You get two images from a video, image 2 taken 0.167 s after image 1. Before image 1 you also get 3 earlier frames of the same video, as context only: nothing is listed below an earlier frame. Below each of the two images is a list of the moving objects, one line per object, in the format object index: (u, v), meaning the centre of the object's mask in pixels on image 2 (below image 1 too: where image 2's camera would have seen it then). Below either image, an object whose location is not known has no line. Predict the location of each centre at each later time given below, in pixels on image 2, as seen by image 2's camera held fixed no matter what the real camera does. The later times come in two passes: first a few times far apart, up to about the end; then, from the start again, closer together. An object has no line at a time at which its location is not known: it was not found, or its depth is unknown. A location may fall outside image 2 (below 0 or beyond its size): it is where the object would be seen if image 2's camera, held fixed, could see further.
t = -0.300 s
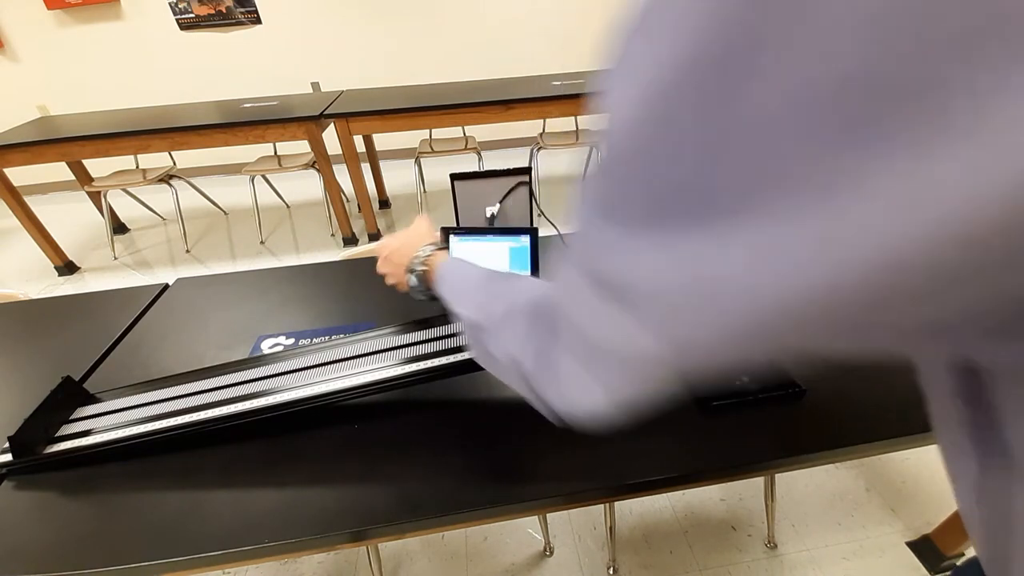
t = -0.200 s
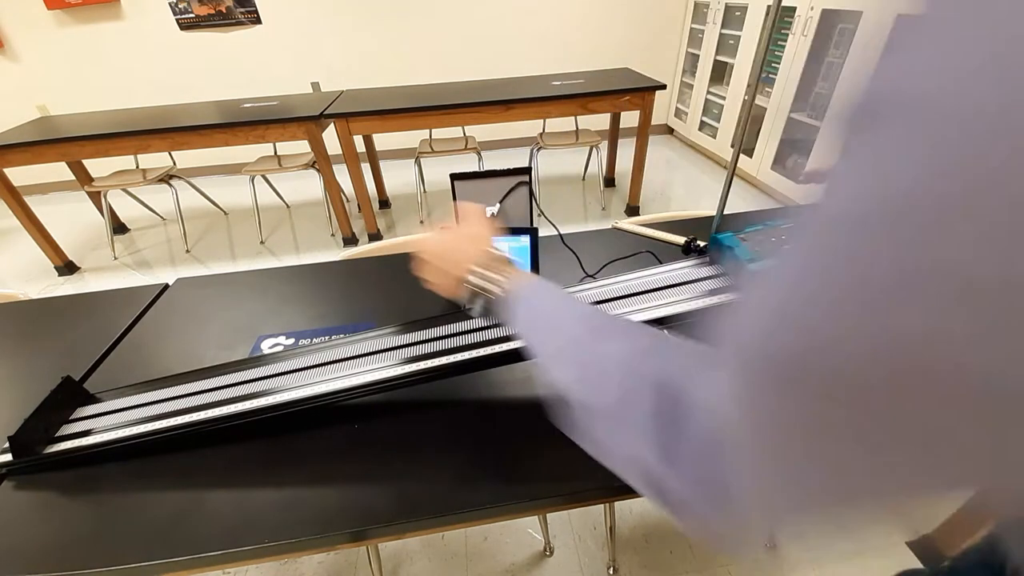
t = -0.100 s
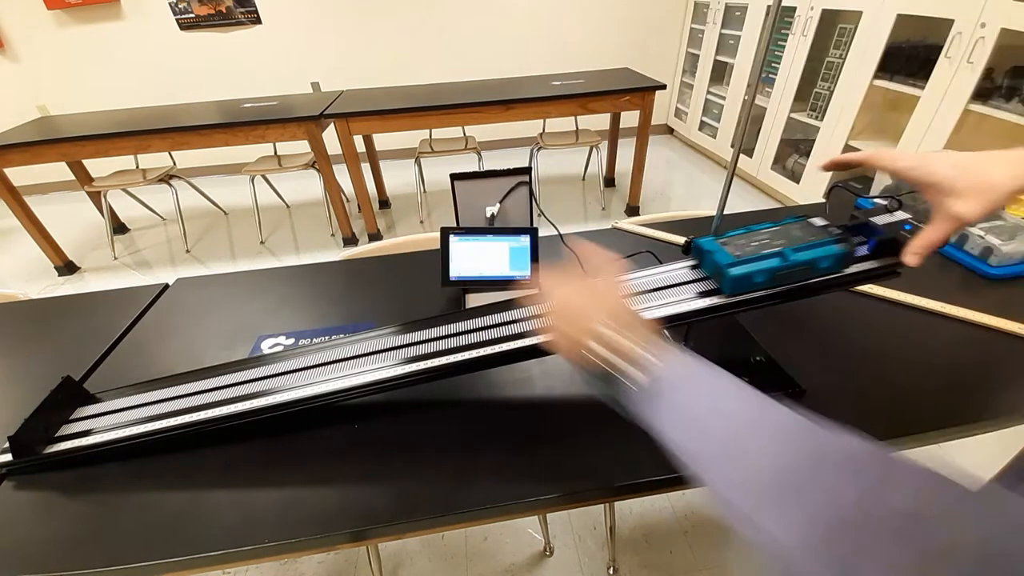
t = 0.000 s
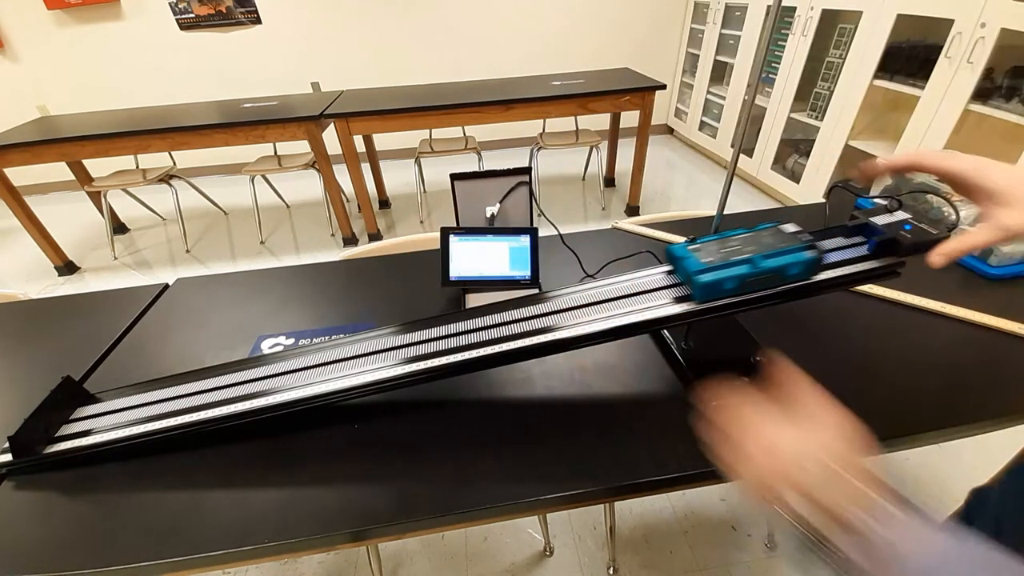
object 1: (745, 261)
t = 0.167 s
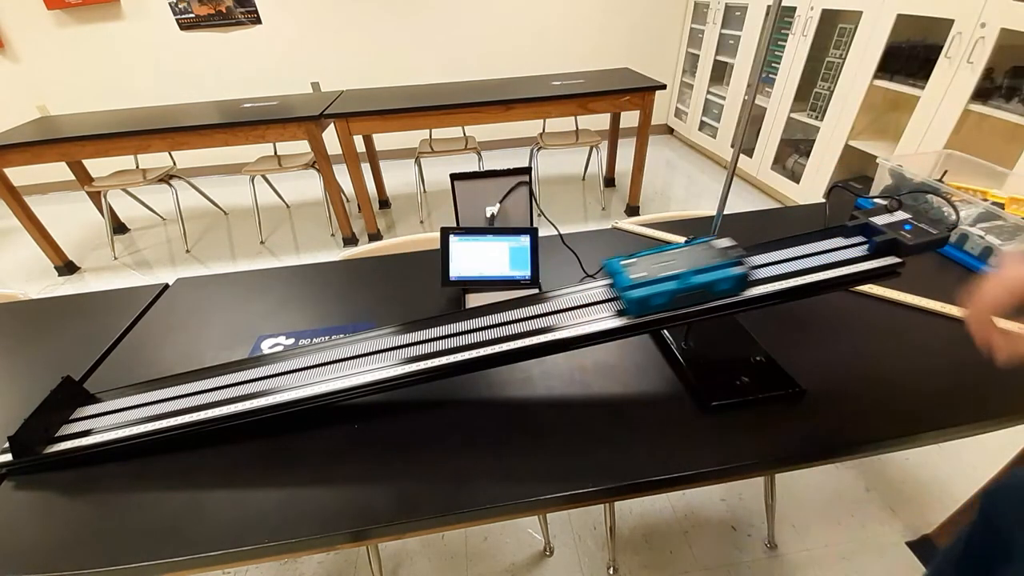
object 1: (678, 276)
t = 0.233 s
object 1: (644, 283)
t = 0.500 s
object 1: (471, 320)
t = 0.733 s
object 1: (271, 366)
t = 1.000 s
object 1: (146, 394)
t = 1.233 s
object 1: (187, 389)
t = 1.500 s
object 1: (186, 389)
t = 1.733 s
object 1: (186, 389)
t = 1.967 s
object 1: (186, 389)
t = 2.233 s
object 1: (186, 389)
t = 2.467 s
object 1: (186, 389)
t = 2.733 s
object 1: (187, 389)
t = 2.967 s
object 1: (186, 389)
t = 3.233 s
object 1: (186, 389)
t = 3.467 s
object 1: (187, 389)
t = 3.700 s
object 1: (187, 389)
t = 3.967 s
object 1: (187, 389)
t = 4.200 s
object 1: (186, 389)
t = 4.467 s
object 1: (186, 389)
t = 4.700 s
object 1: (187, 389)
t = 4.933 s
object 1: (175, 393)
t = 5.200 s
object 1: (168, 395)
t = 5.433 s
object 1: (157, 399)
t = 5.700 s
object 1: (150, 401)
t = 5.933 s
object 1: (155, 399)
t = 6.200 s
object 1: (162, 397)
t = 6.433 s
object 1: (157, 399)
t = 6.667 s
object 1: (158, 398)
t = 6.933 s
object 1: (160, 398)
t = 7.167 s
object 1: (162, 397)
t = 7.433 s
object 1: (161, 397)
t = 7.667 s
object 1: (162, 397)
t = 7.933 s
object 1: (160, 398)
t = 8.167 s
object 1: (161, 397)
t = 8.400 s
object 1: (160, 398)
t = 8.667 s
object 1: (159, 398)
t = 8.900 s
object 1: (162, 397)
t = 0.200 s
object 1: (662, 279)
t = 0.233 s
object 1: (644, 283)
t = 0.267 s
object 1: (627, 287)
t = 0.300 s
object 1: (607, 291)
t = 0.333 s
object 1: (587, 296)
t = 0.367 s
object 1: (565, 300)
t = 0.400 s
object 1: (543, 306)
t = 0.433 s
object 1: (518, 310)
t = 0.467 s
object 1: (494, 315)
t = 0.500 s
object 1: (471, 320)
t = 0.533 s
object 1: (446, 326)
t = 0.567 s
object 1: (419, 332)
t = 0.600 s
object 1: (393, 338)
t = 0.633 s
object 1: (364, 344)
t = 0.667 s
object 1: (337, 351)
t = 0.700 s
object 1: (304, 358)
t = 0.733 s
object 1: (271, 366)
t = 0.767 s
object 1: (239, 373)
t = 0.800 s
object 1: (206, 380)
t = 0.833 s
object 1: (175, 387)
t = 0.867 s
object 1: (135, 396)
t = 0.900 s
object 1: (107, 403)
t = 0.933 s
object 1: (112, 400)
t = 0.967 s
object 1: (128, 396)
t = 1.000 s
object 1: (146, 394)
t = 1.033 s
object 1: (162, 393)
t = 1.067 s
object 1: (173, 392)
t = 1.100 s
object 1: (182, 390)
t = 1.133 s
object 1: (188, 389)
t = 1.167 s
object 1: (190, 388)
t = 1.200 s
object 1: (190, 388)
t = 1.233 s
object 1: (187, 389)
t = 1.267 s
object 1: (186, 389)
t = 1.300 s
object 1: (186, 389)
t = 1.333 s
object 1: (186, 389)
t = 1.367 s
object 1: (186, 389)
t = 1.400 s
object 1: (186, 389)
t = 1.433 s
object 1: (186, 389)
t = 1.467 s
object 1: (186, 389)
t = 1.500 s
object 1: (186, 389)
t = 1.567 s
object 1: (186, 389)
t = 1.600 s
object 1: (186, 389)
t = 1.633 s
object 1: (186, 389)
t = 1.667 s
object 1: (186, 389)
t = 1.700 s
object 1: (186, 389)
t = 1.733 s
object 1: (186, 389)
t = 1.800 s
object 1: (186, 389)
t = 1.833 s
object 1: (186, 389)
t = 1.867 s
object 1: (186, 389)
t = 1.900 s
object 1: (186, 389)
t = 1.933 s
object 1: (186, 389)
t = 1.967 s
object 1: (186, 389)
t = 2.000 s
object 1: (186, 389)
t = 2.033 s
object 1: (186, 389)
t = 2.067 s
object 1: (186, 389)
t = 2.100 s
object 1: (186, 389)
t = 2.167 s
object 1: (186, 389)
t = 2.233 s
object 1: (186, 389)
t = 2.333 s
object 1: (187, 389)
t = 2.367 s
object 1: (187, 389)
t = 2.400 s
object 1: (186, 389)
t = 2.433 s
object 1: (187, 389)
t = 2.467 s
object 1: (186, 389)
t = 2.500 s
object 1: (186, 389)
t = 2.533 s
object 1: (186, 389)
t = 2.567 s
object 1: (186, 389)
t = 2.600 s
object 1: (187, 389)
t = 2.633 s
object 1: (187, 389)
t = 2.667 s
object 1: (186, 389)
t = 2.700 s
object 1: (186, 389)
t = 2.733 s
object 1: (187, 389)
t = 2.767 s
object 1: (187, 389)
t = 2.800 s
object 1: (187, 389)
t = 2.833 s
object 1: (186, 389)
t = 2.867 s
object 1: (186, 389)
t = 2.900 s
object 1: (186, 389)
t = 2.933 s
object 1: (186, 389)
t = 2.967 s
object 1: (186, 389)
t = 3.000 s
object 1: (186, 389)
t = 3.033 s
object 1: (186, 389)
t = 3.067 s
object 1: (186, 389)
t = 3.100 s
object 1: (186, 389)
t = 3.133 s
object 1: (186, 389)
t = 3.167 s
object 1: (186, 389)
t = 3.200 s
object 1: (186, 389)
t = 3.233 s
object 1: (186, 389)
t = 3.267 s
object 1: (187, 389)
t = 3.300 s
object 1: (186, 389)
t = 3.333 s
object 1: (186, 389)
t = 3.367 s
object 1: (186, 389)
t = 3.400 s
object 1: (186, 389)
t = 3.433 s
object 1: (187, 389)
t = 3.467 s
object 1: (187, 389)
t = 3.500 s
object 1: (186, 389)
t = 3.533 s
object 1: (186, 389)
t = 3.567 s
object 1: (186, 389)
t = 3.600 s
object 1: (186, 389)
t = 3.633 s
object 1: (187, 389)
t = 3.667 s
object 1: (187, 389)
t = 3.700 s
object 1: (187, 389)
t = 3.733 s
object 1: (187, 389)
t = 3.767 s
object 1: (187, 389)
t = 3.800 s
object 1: (187, 389)
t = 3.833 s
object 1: (186, 389)
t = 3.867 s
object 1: (187, 389)
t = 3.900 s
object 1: (186, 389)
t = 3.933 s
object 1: (187, 389)
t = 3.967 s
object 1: (187, 389)
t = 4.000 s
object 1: (186, 389)
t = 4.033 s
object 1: (186, 389)
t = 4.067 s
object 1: (187, 389)
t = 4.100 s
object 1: (187, 389)
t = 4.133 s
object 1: (186, 389)
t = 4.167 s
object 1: (186, 389)
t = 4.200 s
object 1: (186, 389)
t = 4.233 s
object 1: (187, 389)
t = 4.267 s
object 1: (186, 389)
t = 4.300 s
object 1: (187, 389)
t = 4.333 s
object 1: (187, 389)
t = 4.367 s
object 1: (186, 389)
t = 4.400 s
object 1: (186, 389)
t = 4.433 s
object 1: (186, 389)
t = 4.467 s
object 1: (186, 389)
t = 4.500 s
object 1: (186, 389)
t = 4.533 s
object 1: (186, 389)
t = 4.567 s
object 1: (186, 389)
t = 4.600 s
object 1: (186, 389)
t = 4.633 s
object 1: (187, 389)
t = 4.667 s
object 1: (186, 389)
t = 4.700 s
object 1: (187, 389)
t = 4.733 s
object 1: (187, 389)
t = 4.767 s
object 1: (187, 389)
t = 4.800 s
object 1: (187, 389)
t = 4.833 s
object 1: (185, 390)
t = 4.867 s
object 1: (182, 391)
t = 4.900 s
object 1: (178, 392)
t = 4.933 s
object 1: (175, 393)
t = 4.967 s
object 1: (172, 394)
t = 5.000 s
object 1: (170, 394)
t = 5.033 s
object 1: (170, 395)
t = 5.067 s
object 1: (168, 395)
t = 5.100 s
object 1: (167, 395)
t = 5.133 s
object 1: (167, 395)
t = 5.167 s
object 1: (167, 395)
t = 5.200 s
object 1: (168, 395)
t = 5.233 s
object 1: (169, 394)
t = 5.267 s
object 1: (170, 395)
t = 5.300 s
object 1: (169, 395)
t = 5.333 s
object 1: (167, 395)
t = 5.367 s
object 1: (164, 397)
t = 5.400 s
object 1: (160, 398)
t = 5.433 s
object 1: (157, 399)
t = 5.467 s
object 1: (155, 399)
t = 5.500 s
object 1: (154, 399)
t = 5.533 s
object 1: (153, 400)
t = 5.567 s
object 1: (152, 400)
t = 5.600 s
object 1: (151, 400)
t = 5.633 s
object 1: (150, 400)
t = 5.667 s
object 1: (150, 401)
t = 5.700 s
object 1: (150, 401)
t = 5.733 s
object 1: (150, 401)
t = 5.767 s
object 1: (151, 401)
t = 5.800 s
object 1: (152, 400)
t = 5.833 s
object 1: (152, 400)
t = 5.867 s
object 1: (153, 400)
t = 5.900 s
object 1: (154, 399)
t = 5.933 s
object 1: (155, 399)
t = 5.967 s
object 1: (157, 398)
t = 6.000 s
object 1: (159, 398)
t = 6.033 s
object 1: (160, 397)
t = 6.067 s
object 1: (162, 397)
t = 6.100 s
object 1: (162, 397)
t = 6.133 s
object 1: (162, 397)
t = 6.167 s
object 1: (162, 397)
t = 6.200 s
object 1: (162, 397)
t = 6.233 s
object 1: (162, 397)
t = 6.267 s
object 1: (161, 397)
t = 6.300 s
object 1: (160, 398)
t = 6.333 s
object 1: (159, 398)
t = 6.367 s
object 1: (158, 398)
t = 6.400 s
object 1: (158, 399)
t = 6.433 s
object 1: (157, 399)
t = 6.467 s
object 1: (157, 399)
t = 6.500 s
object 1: (156, 399)
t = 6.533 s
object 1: (156, 398)
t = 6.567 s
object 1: (158, 399)
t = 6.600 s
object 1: (158, 398)
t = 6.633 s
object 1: (158, 398)
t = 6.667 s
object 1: (158, 398)
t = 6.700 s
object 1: (158, 398)
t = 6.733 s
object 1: (159, 398)
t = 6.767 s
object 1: (159, 398)
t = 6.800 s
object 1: (159, 398)
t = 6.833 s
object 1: (160, 398)
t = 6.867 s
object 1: (160, 398)
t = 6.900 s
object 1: (160, 398)
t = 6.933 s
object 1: (160, 398)
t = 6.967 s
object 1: (161, 398)
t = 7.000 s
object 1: (161, 397)
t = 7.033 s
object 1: (161, 397)
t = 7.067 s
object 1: (162, 397)
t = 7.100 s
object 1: (162, 397)
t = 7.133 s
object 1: (162, 397)
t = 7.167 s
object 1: (162, 397)
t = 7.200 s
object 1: (162, 397)
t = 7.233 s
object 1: (162, 397)
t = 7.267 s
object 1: (162, 397)
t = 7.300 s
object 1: (162, 397)
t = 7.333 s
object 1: (162, 397)
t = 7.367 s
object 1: (161, 397)
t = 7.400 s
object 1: (161, 397)
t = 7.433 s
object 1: (161, 397)
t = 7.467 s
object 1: (161, 397)
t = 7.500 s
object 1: (161, 397)
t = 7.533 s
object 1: (162, 397)
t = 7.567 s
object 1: (162, 397)
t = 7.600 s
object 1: (162, 397)
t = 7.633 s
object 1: (162, 397)
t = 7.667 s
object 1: (162, 397)
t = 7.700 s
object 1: (162, 397)
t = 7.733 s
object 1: (161, 397)
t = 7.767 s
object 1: (160, 398)
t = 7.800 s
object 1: (159, 398)
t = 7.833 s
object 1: (159, 398)
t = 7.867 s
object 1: (159, 398)
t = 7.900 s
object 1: (159, 398)
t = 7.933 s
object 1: (160, 398)
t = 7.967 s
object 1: (160, 398)
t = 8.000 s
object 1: (161, 398)
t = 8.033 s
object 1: (161, 397)
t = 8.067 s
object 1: (161, 397)
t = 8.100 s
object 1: (161, 397)
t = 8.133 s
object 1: (161, 397)
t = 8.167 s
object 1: (161, 397)
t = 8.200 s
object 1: (161, 397)
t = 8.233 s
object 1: (161, 397)
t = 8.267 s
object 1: (161, 397)
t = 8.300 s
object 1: (161, 397)
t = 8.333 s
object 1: (161, 397)
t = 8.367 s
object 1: (161, 397)
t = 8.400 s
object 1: (160, 398)
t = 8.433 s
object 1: (159, 398)
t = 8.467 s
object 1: (159, 398)
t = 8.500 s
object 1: (159, 398)
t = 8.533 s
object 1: (159, 398)
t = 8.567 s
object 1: (159, 398)
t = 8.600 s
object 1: (159, 398)
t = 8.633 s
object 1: (159, 398)
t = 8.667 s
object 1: (159, 398)
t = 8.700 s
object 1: (159, 398)
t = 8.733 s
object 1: (158, 398)
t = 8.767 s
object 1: (159, 398)
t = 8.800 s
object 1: (159, 398)
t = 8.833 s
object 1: (161, 397)
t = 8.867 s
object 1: (162, 397)
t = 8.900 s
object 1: (162, 397)
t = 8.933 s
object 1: (162, 397)
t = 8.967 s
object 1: (162, 397)
